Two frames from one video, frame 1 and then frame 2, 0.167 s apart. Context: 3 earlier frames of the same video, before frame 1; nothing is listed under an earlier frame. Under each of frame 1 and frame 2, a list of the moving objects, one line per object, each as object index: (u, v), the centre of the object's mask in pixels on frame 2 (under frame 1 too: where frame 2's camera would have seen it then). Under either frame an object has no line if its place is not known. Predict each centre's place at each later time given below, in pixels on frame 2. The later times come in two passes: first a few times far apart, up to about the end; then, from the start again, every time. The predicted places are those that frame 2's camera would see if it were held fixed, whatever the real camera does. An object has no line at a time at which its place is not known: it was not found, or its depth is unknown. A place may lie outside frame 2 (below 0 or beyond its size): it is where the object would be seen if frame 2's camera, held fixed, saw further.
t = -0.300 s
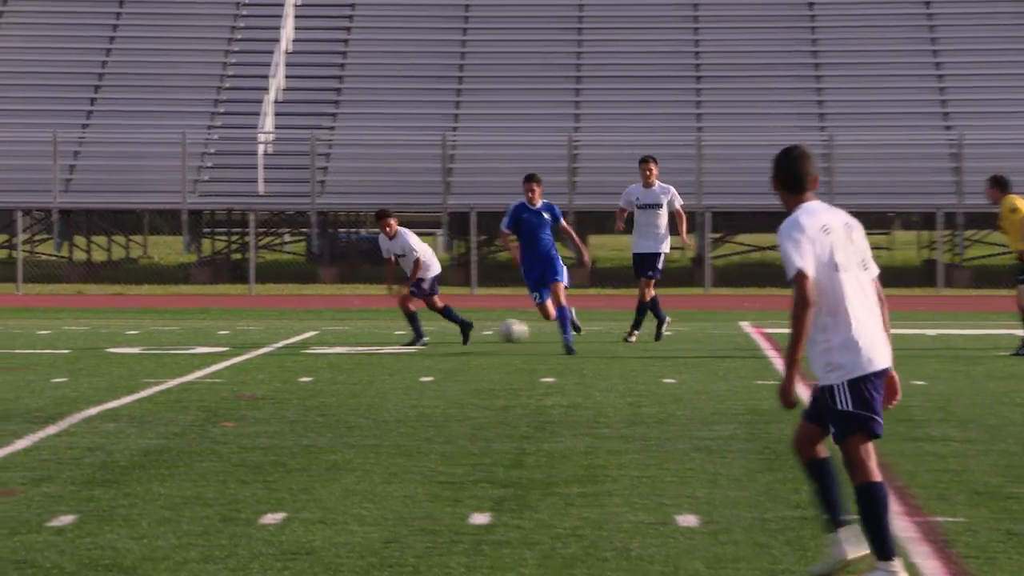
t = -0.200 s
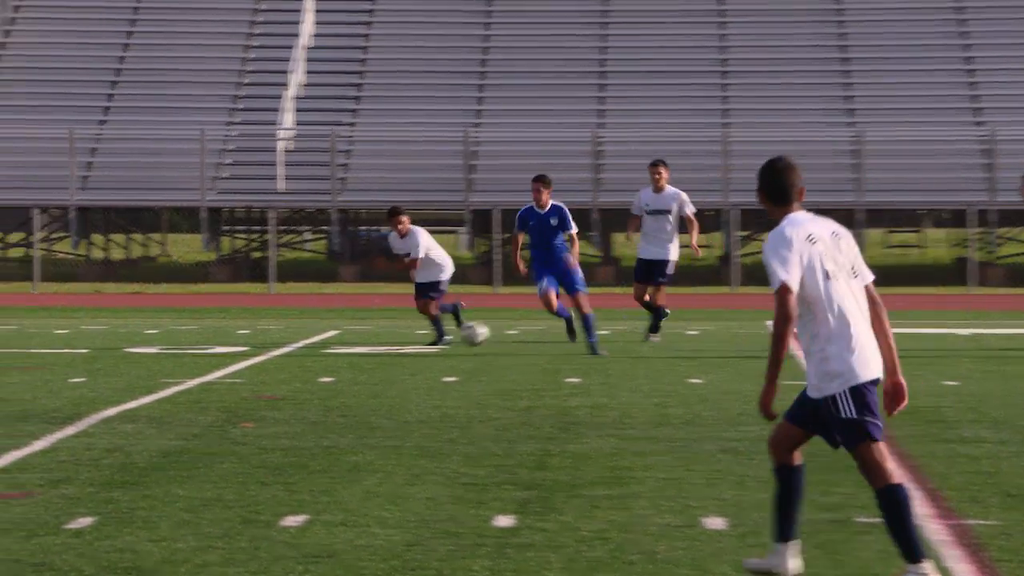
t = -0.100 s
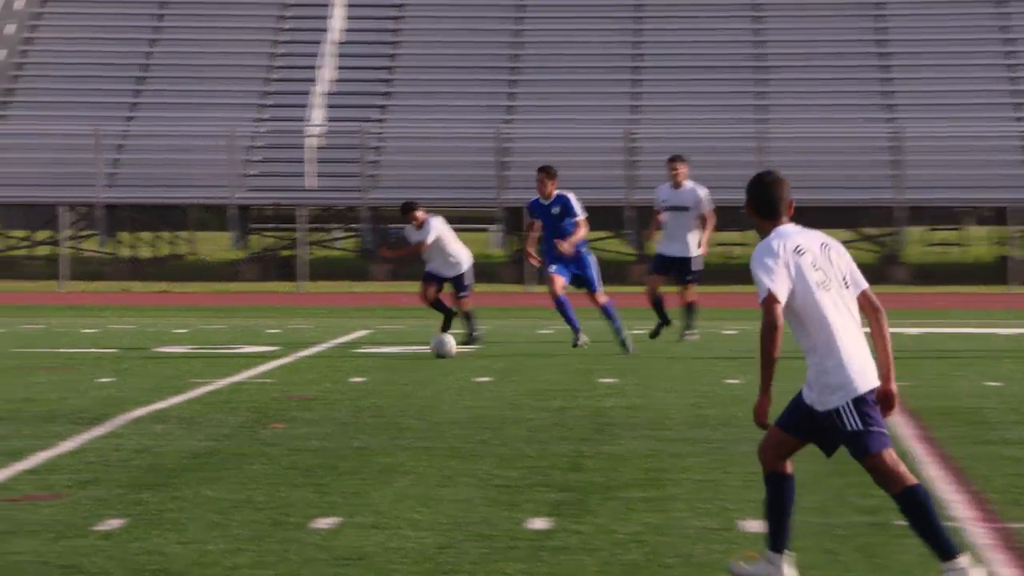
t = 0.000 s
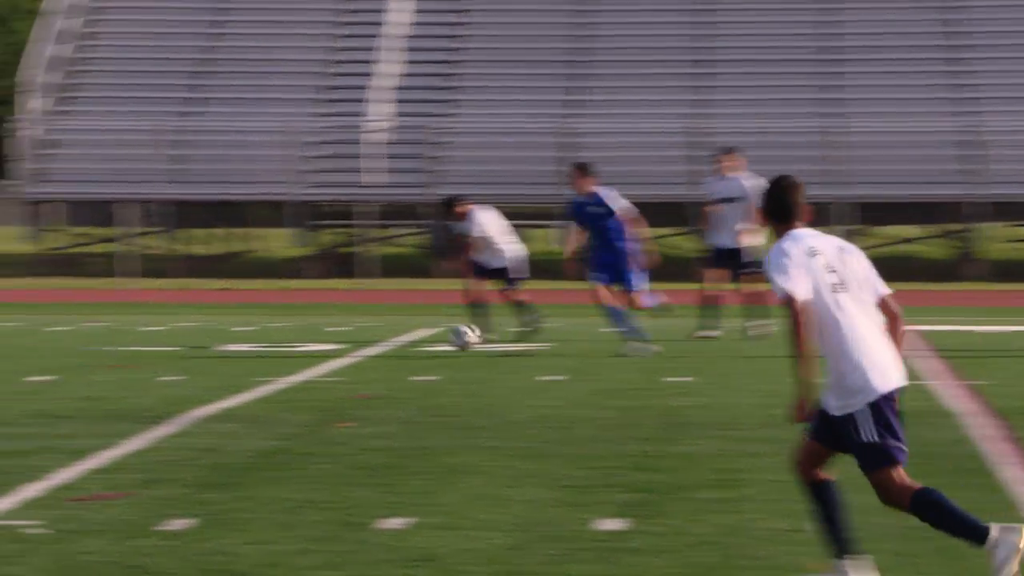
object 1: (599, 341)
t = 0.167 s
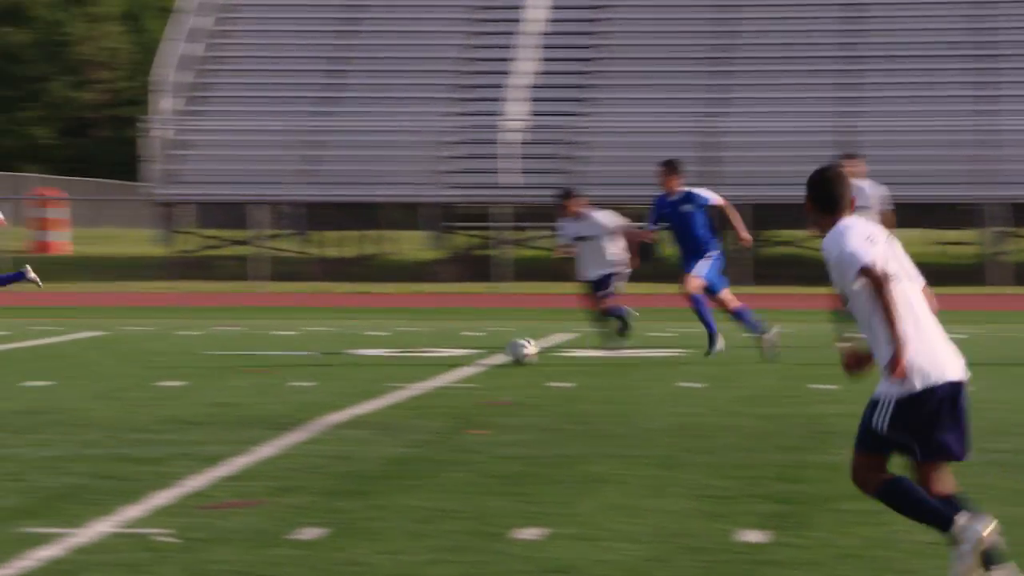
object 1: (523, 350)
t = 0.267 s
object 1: (484, 349)
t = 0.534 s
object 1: (386, 359)
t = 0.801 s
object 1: (289, 363)
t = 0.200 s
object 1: (510, 348)
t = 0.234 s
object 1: (498, 348)
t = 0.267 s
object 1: (484, 349)
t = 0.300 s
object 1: (472, 351)
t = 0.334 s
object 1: (460, 354)
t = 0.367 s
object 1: (448, 356)
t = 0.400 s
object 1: (436, 355)
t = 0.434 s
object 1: (423, 354)
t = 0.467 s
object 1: (411, 355)
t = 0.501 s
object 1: (398, 357)
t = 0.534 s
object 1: (386, 359)
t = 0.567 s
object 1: (374, 358)
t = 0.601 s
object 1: (362, 358)
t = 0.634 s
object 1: (350, 360)
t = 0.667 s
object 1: (337, 360)
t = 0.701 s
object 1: (326, 359)
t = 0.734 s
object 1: (314, 359)
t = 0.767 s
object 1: (302, 361)
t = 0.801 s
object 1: (289, 363)
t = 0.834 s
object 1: (278, 362)
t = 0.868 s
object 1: (266, 361)
